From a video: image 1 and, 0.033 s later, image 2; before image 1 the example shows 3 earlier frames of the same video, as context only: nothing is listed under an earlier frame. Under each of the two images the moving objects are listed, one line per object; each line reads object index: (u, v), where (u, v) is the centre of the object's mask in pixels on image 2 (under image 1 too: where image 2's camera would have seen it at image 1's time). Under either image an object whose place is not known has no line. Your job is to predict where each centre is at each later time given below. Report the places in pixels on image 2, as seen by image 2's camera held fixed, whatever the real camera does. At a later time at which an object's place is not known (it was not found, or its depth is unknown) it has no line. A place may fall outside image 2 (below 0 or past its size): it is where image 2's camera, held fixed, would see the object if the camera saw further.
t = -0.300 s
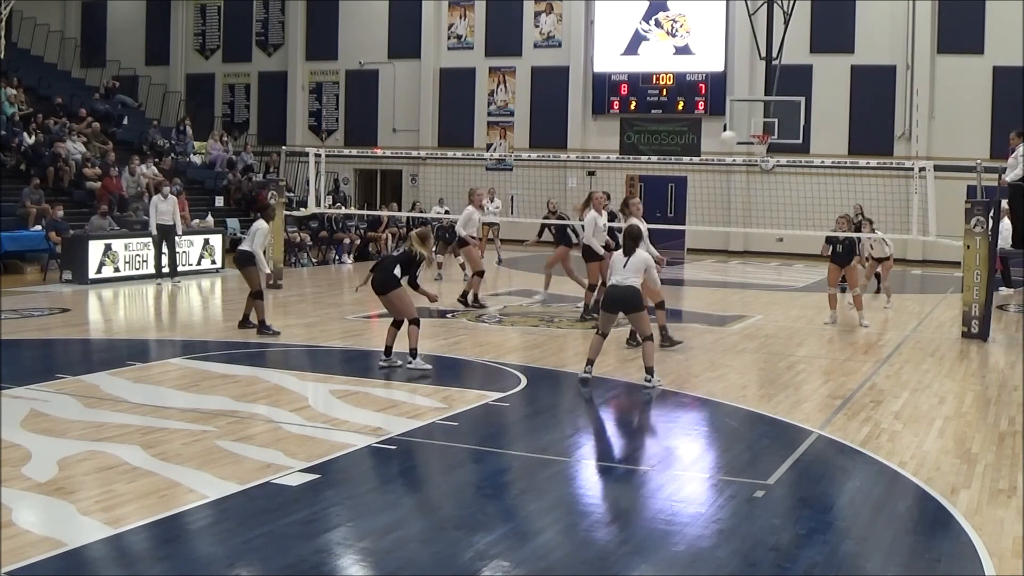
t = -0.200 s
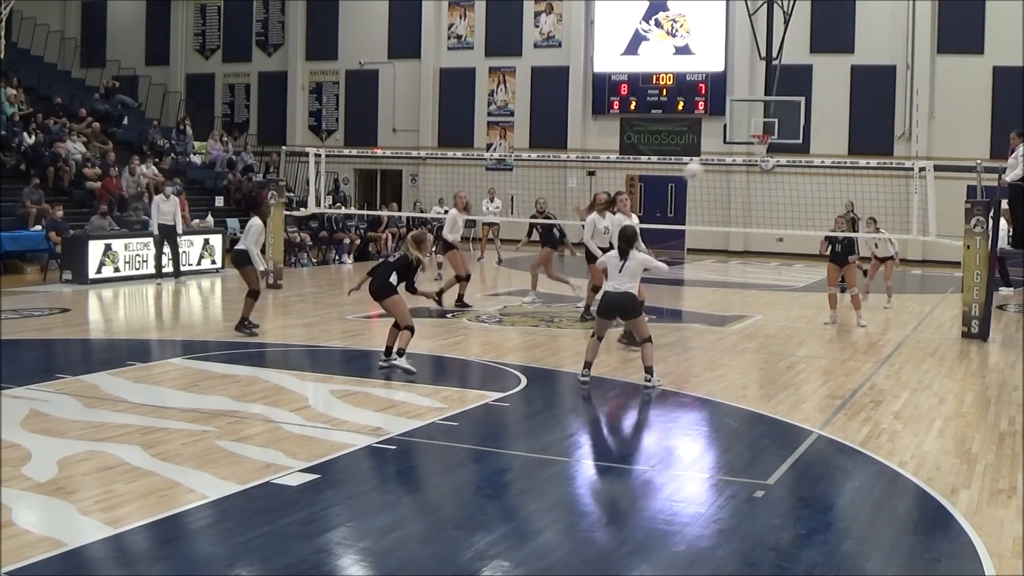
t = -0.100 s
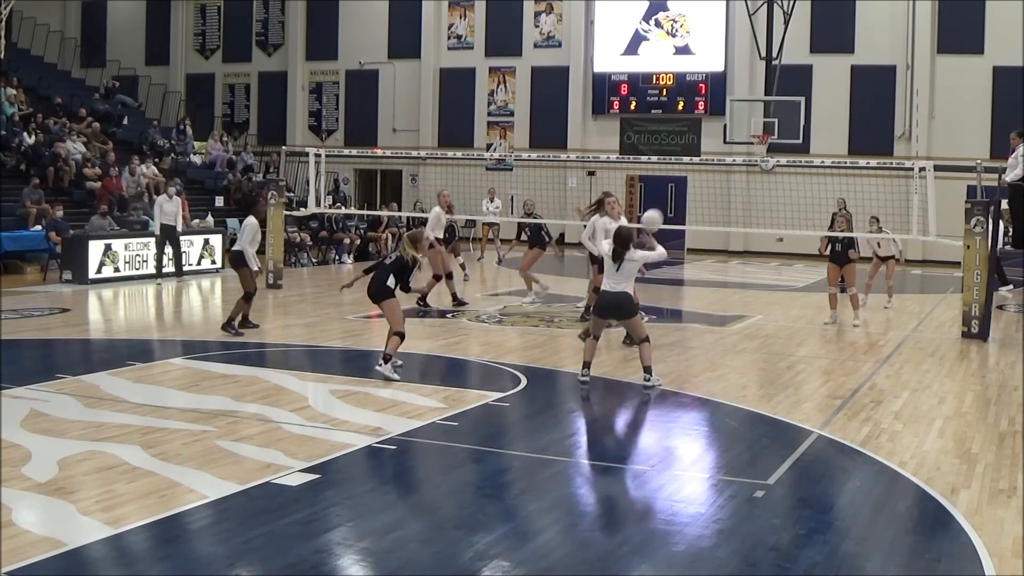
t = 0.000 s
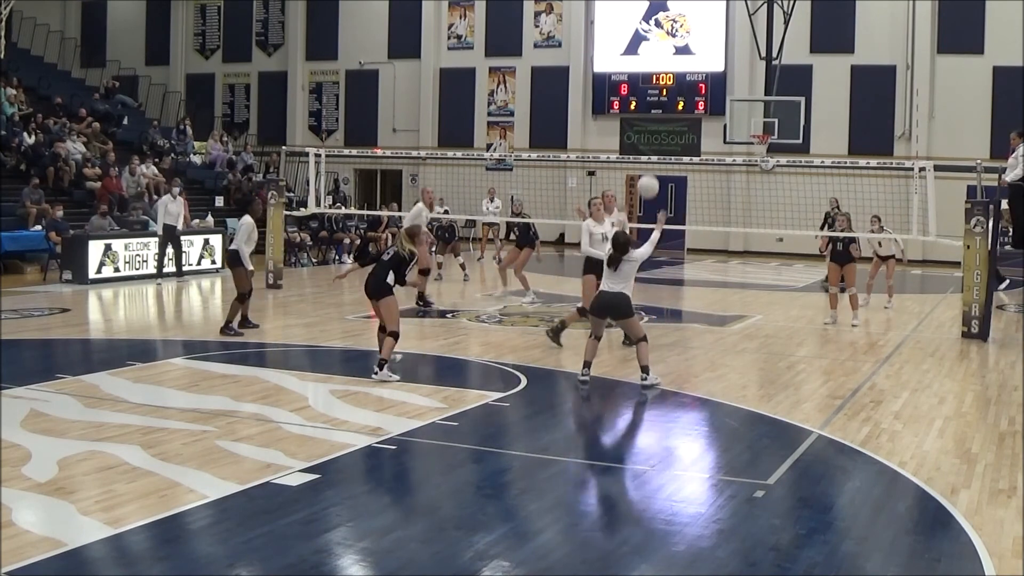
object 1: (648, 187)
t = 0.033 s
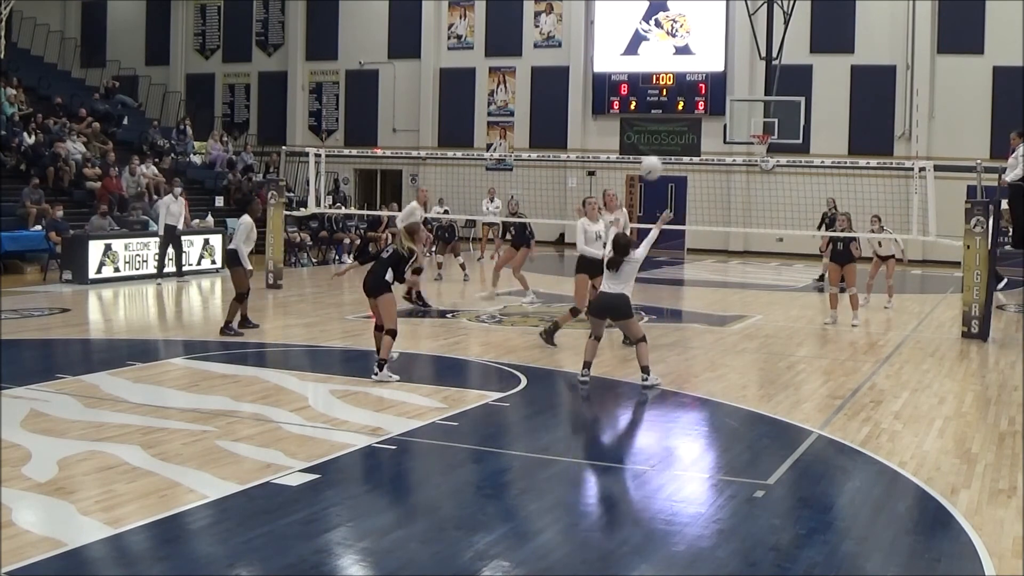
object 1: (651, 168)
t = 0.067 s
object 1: (655, 149)
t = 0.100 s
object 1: (658, 134)
